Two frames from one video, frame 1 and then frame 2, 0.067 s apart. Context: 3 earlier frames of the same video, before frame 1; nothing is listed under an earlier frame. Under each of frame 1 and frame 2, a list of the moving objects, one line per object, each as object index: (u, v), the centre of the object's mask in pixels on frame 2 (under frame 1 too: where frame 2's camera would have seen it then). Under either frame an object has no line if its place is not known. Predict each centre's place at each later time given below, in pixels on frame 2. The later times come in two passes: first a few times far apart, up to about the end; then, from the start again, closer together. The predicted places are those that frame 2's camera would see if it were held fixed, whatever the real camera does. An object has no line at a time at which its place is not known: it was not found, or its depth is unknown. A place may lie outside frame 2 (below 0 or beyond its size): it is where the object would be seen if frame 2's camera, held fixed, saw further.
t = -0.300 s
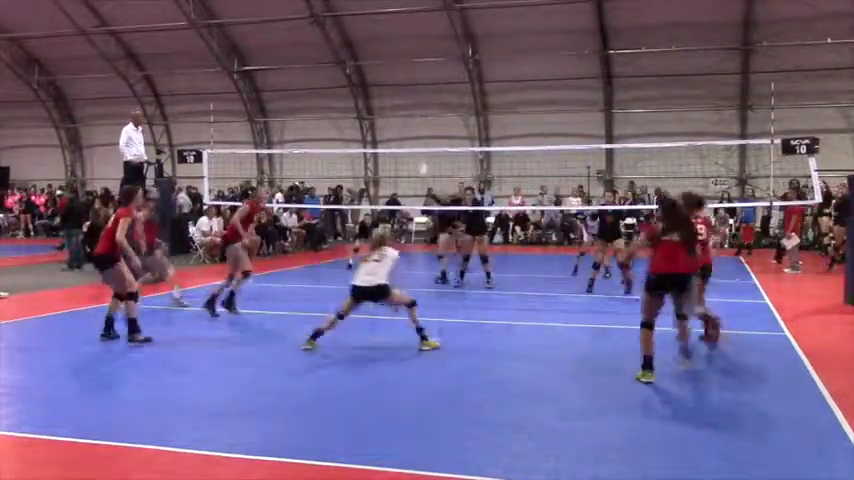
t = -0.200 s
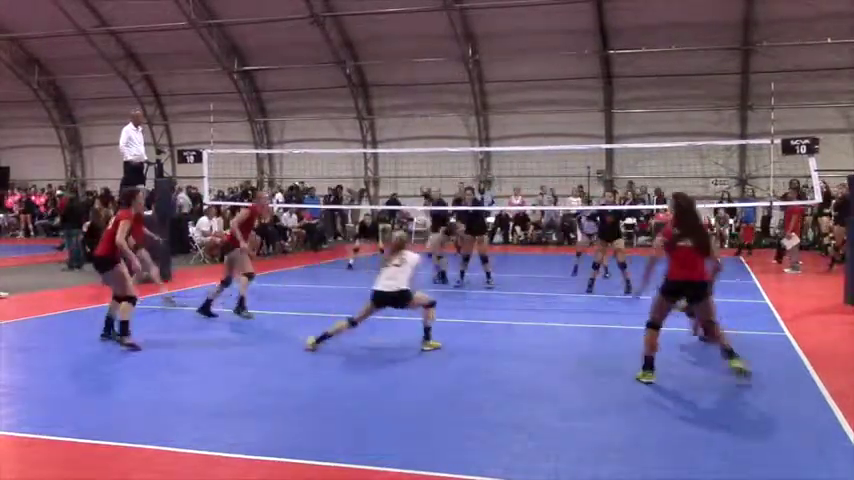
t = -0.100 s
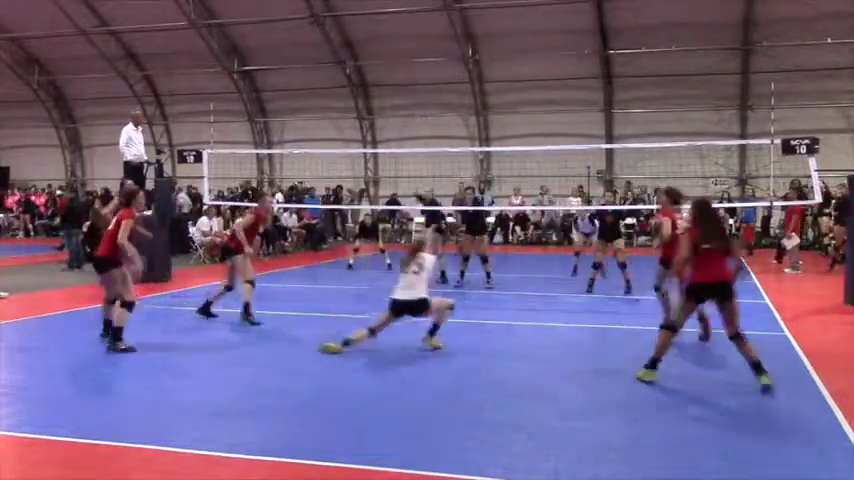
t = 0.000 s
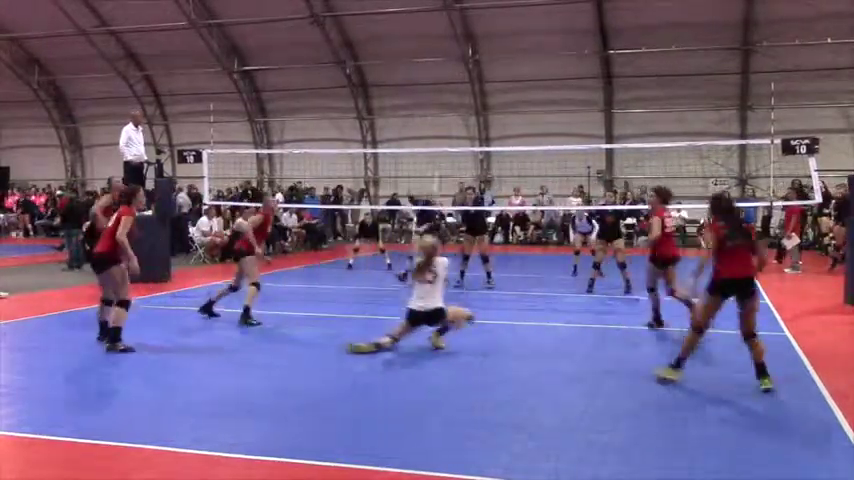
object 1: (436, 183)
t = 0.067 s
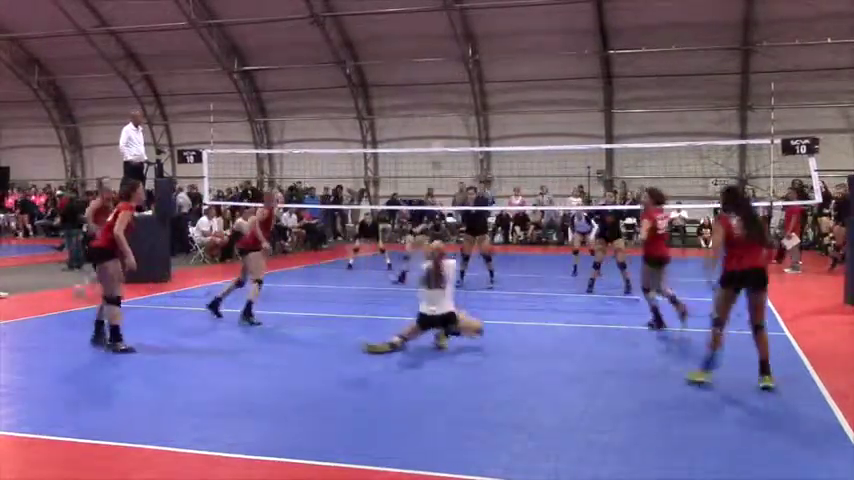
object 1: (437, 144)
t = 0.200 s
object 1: (447, 90)
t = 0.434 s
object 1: (464, 31)
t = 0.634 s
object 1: (476, 18)
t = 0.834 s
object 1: (489, 37)
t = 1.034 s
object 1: (501, 85)
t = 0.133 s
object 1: (441, 115)
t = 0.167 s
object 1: (444, 103)
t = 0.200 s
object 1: (447, 90)
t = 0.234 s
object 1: (449, 78)
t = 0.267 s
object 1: (453, 69)
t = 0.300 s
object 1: (454, 59)
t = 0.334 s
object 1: (456, 51)
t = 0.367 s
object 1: (459, 43)
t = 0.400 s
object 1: (460, 39)
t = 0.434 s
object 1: (464, 31)
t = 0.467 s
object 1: (466, 27)
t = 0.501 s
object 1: (467, 24)
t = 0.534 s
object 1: (470, 20)
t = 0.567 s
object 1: (472, 19)
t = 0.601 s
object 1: (474, 17)
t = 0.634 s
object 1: (476, 18)
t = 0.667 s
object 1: (478, 19)
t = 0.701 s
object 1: (481, 21)
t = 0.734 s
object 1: (483, 22)
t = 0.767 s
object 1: (485, 25)
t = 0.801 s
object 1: (487, 29)
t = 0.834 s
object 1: (489, 37)
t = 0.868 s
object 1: (491, 43)
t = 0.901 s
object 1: (493, 49)
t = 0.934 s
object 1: (495, 56)
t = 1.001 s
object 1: (498, 75)
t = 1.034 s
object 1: (501, 85)
